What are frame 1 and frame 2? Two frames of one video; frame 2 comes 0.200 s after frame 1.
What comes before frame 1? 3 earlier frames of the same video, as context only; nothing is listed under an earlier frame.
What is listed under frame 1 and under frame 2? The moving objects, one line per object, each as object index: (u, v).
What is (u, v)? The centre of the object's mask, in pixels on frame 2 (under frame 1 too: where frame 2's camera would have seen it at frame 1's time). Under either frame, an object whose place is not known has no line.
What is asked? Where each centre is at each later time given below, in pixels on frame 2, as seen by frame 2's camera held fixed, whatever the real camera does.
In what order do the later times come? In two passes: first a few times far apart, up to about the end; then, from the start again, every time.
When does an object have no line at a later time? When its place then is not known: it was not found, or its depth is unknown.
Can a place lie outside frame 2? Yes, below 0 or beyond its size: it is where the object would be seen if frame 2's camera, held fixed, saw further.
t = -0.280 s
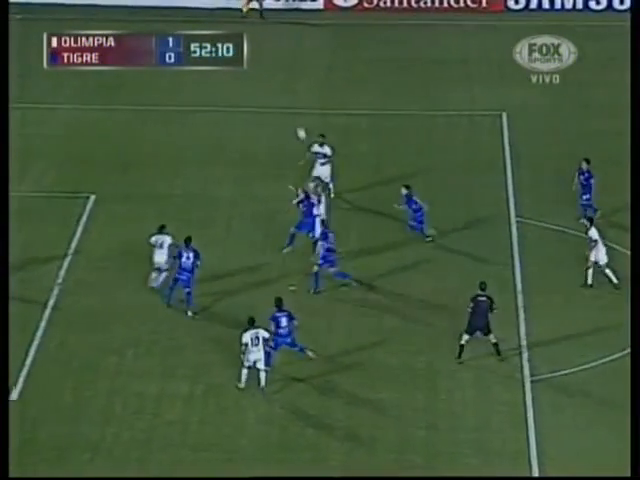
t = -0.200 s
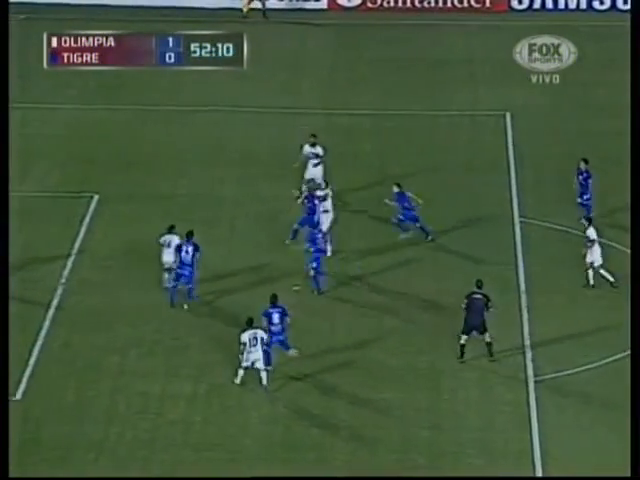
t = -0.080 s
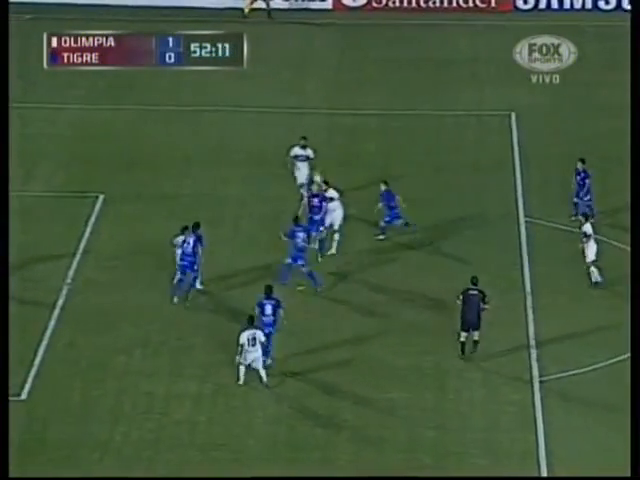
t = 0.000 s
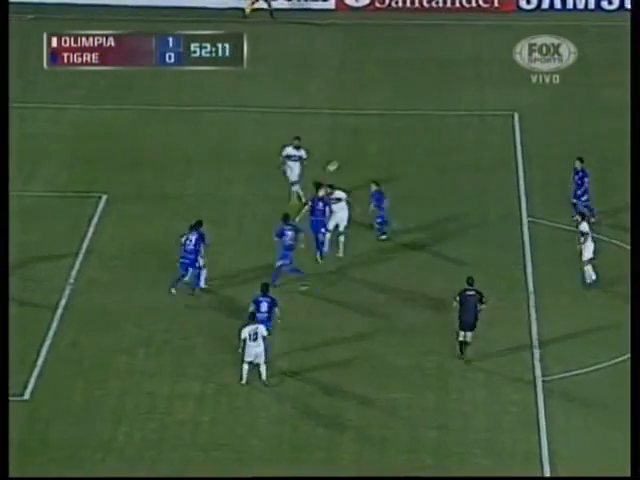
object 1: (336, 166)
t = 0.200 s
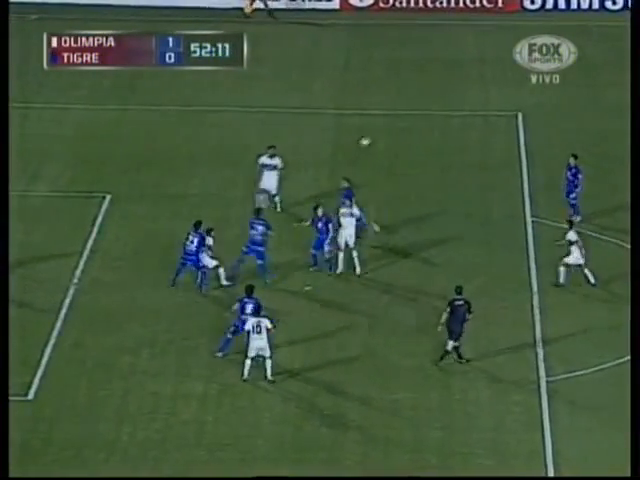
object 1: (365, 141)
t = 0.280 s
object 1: (376, 135)
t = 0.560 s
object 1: (416, 135)
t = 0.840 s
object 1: (455, 166)
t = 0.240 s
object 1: (370, 138)
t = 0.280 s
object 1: (376, 135)
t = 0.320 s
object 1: (382, 134)
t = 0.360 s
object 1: (388, 132)
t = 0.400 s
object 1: (393, 132)
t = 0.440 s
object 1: (399, 132)
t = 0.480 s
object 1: (405, 132)
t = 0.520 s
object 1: (410, 133)
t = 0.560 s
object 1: (416, 135)
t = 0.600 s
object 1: (421, 137)
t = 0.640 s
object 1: (427, 141)
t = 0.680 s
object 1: (432, 144)
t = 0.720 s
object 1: (438, 149)
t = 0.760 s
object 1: (443, 154)
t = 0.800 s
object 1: (449, 160)
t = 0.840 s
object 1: (455, 166)
